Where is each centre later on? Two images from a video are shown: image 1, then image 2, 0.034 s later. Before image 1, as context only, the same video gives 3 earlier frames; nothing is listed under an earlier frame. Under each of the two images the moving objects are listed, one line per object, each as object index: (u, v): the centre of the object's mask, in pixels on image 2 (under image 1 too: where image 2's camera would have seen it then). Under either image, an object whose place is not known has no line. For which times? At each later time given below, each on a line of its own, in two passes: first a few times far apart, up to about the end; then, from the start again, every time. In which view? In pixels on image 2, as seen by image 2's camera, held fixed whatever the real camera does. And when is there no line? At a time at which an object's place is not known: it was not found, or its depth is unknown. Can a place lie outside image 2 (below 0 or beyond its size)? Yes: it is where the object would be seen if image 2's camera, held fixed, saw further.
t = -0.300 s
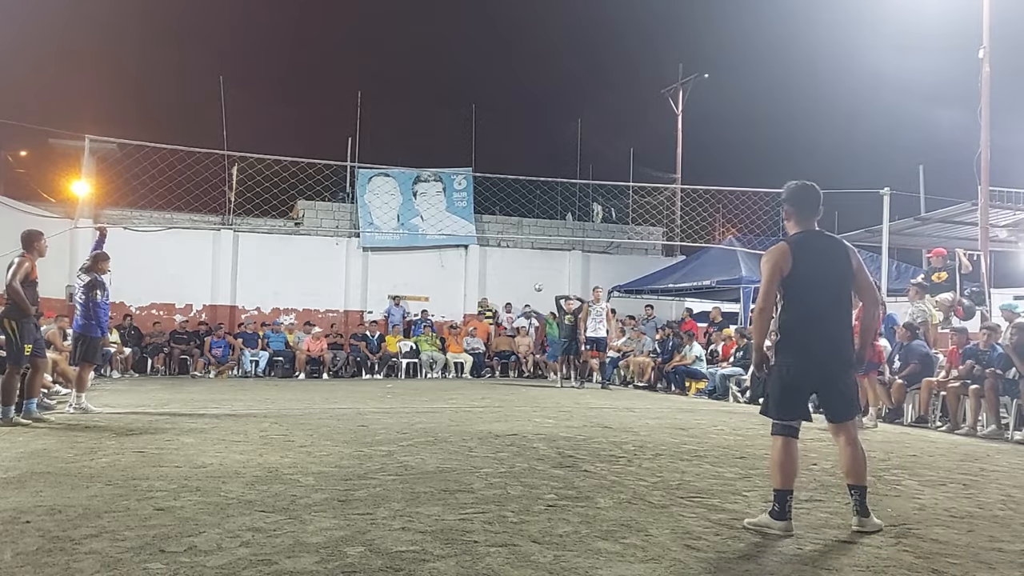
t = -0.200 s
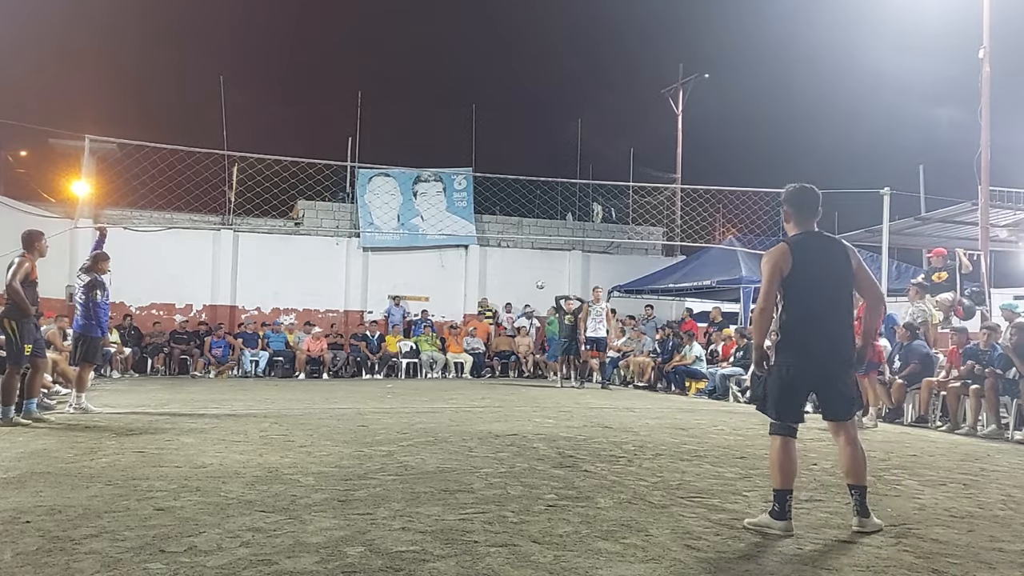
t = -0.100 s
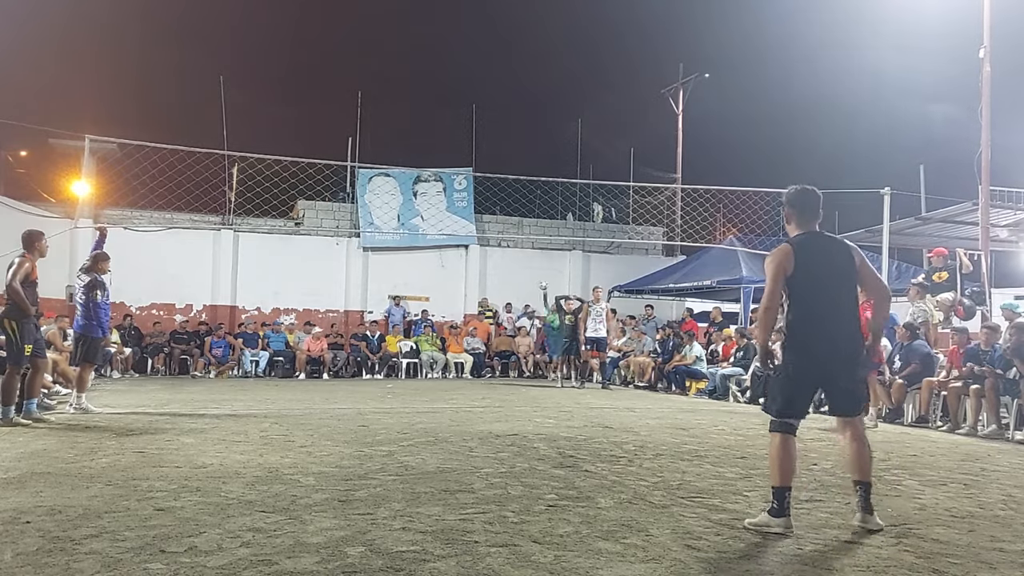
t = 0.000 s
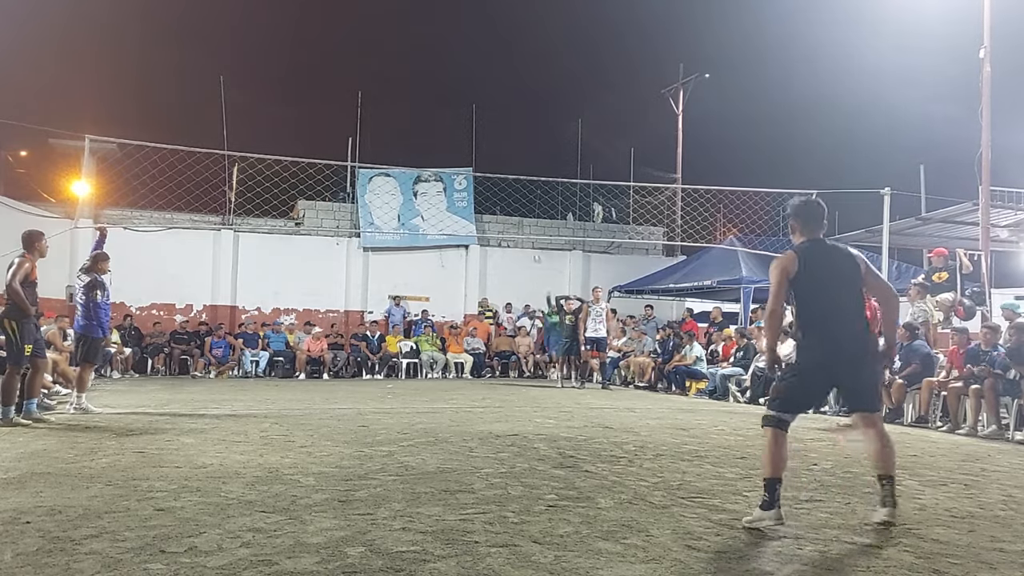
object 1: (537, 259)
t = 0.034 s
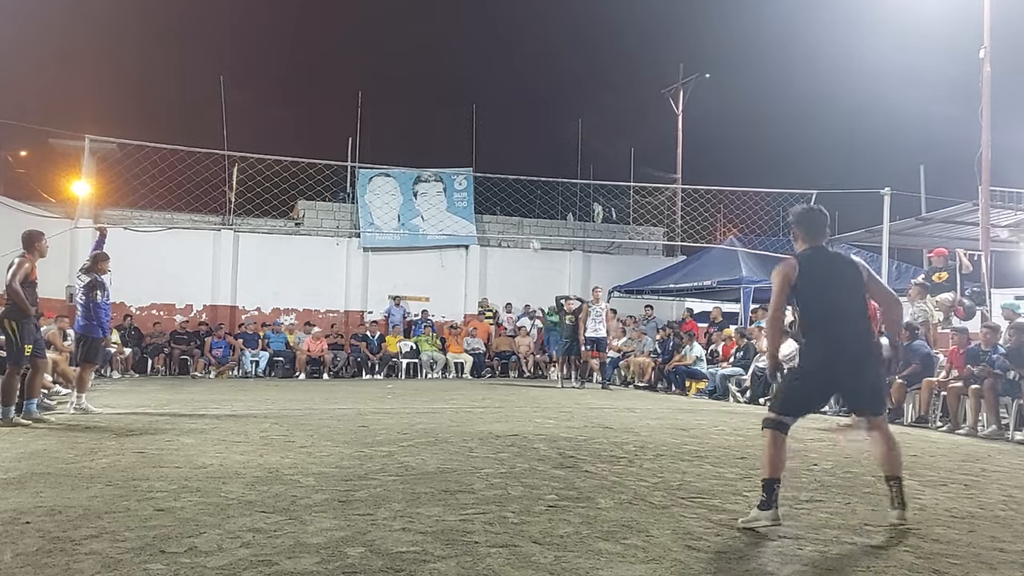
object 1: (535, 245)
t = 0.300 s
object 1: (506, 166)
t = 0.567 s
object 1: (457, 111)
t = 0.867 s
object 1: (357, 104)
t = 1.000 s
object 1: (286, 136)
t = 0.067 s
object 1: (532, 233)
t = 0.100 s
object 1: (529, 224)
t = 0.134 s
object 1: (526, 212)
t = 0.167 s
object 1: (522, 204)
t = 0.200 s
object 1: (519, 194)
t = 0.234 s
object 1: (515, 185)
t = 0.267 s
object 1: (511, 174)
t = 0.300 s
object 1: (506, 166)
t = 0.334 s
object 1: (501, 158)
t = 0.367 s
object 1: (496, 149)
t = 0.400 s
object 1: (491, 141)
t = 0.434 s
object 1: (485, 134)
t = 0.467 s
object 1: (478, 127)
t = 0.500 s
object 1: (472, 121)
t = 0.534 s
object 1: (464, 116)
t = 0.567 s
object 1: (457, 111)
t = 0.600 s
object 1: (448, 106)
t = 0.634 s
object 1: (440, 103)
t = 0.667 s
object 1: (430, 100)
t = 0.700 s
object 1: (420, 98)
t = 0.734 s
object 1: (409, 97)
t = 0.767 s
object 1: (397, 97)
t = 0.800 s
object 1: (385, 98)
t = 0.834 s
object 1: (372, 101)
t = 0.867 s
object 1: (357, 104)
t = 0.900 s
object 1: (342, 110)
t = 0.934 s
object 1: (325, 116)
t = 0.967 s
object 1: (306, 125)
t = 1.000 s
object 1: (286, 136)
